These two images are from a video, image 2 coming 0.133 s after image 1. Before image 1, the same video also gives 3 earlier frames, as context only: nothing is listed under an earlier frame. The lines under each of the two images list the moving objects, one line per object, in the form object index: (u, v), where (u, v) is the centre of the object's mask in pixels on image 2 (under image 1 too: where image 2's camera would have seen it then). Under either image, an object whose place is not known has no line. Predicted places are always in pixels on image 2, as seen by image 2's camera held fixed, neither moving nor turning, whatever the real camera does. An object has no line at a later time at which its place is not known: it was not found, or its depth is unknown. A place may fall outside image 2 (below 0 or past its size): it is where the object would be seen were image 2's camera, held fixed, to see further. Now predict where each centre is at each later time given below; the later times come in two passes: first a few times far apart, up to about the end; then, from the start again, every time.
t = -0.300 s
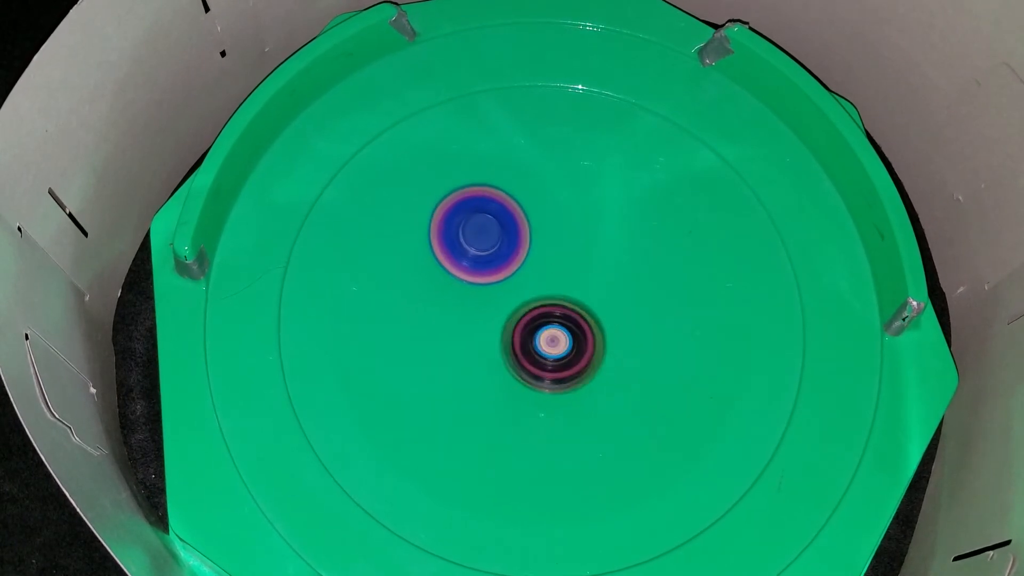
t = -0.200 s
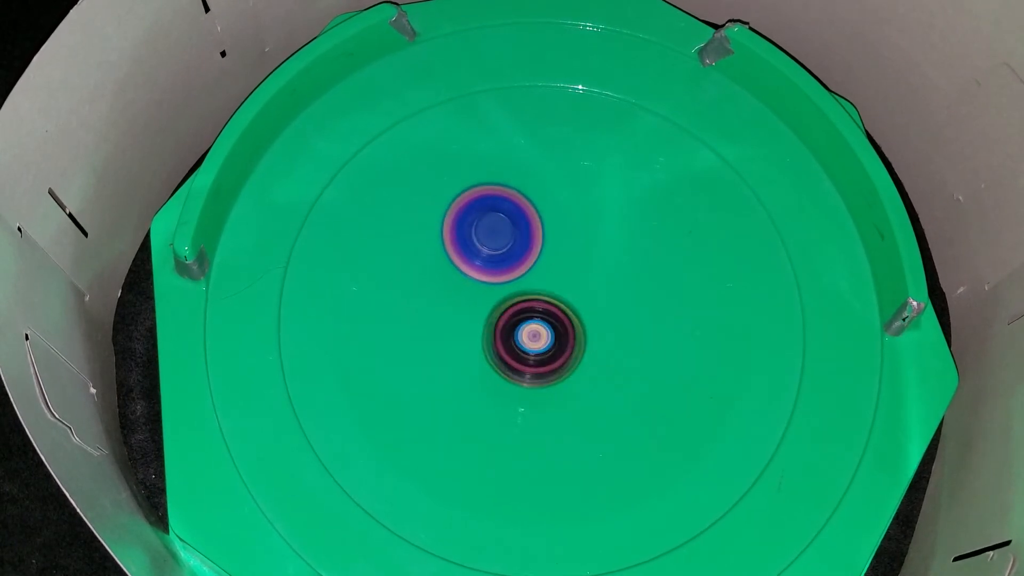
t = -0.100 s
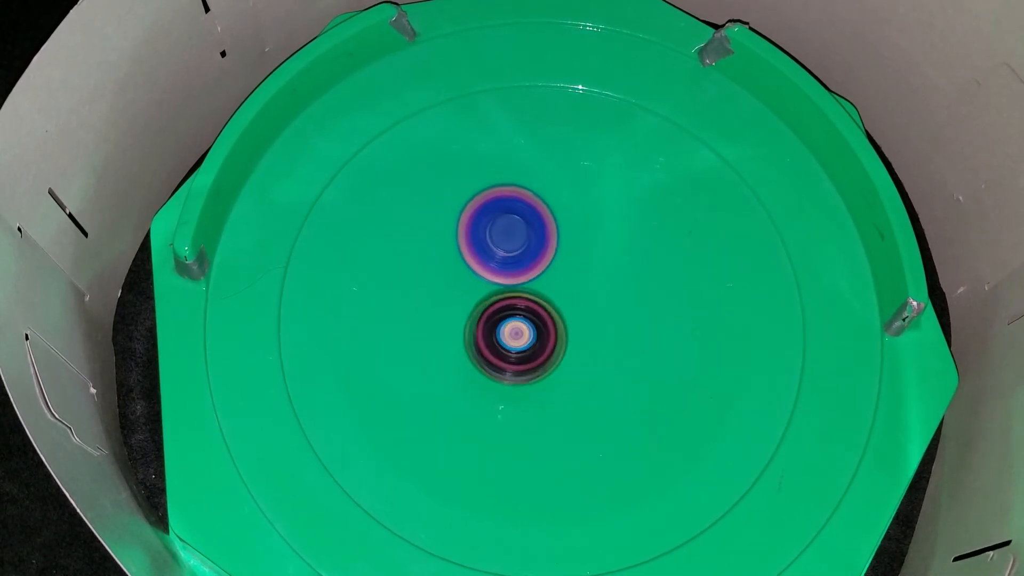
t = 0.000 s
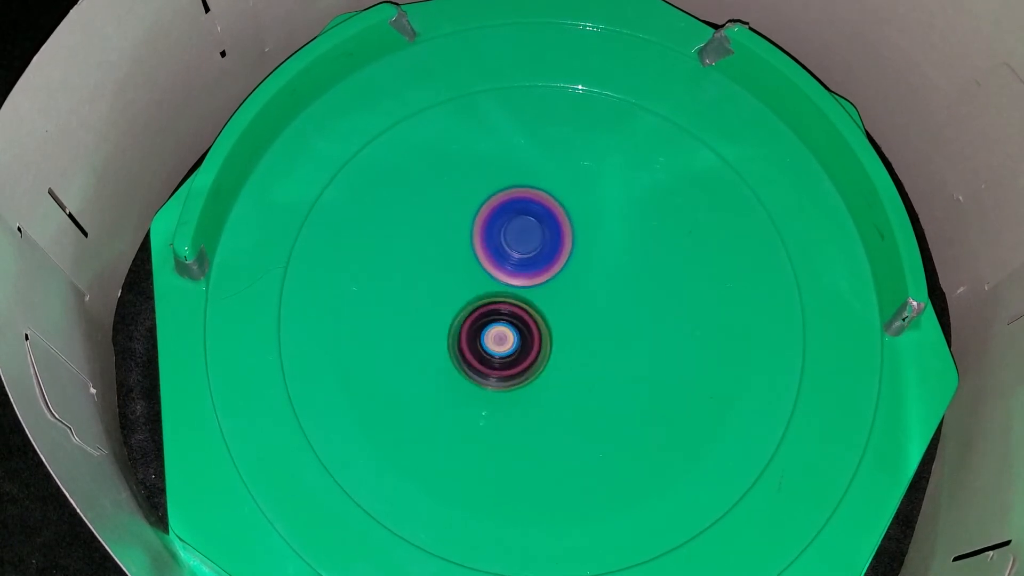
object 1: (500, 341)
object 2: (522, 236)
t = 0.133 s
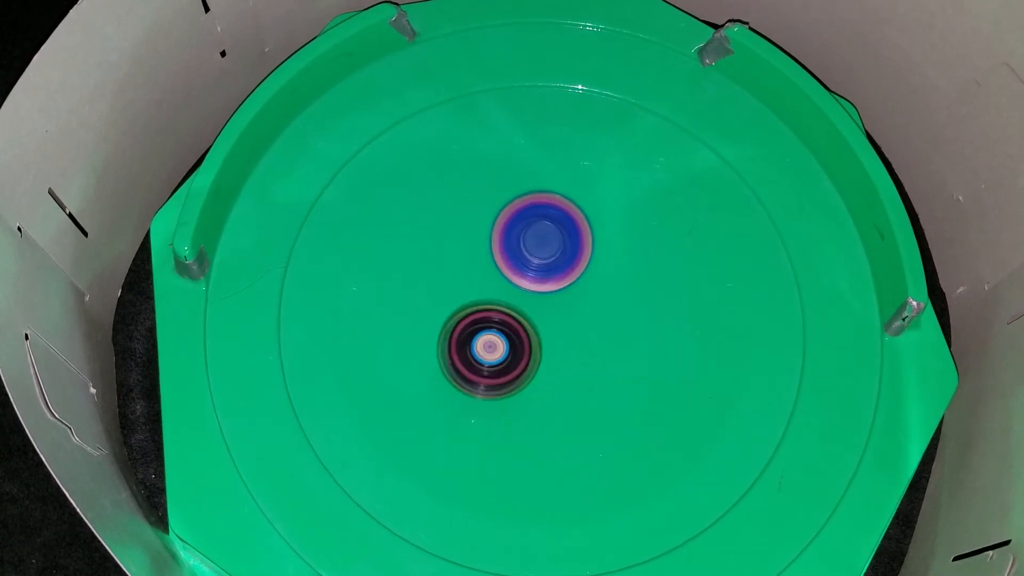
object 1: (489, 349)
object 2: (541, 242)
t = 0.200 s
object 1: (489, 353)
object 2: (550, 245)
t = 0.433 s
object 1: (502, 330)
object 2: (579, 262)
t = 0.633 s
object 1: (483, 302)
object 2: (601, 278)
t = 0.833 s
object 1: (468, 291)
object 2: (612, 298)
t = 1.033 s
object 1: (478, 286)
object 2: (613, 319)
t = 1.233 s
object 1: (505, 271)
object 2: (602, 339)
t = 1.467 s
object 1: (527, 247)
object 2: (576, 357)
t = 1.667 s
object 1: (532, 247)
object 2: (548, 360)
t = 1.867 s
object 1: (553, 258)
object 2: (519, 358)
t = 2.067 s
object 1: (568, 255)
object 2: (496, 347)
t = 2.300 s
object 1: (572, 275)
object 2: (476, 324)
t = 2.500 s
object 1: (589, 295)
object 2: (466, 302)
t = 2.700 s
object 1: (592, 302)
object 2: (466, 280)
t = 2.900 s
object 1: (572, 319)
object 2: (478, 262)
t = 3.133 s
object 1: (560, 345)
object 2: (502, 249)
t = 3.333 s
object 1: (554, 348)
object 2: (527, 246)
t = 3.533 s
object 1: (546, 368)
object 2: (552, 236)
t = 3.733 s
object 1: (548, 354)
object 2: (572, 251)
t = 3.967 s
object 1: (508, 336)
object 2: (590, 269)
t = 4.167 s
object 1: (479, 326)
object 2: (592, 294)
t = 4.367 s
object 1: (465, 316)
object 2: (584, 318)
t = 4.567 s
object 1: (468, 297)
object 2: (571, 338)
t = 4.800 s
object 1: (473, 270)
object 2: (549, 352)
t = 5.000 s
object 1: (486, 258)
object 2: (526, 353)
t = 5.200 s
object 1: (504, 237)
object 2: (505, 349)
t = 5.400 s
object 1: (526, 232)
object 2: (492, 330)
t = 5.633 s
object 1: (560, 235)
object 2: (481, 307)
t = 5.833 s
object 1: (584, 250)
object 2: (485, 286)
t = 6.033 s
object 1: (605, 272)
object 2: (491, 268)
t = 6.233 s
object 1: (611, 299)
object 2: (507, 257)
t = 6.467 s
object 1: (604, 335)
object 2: (526, 249)
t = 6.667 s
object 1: (581, 354)
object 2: (544, 254)
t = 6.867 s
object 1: (552, 381)
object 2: (558, 258)
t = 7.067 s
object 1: (525, 382)
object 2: (567, 277)
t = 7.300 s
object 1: (470, 368)
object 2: (582, 298)
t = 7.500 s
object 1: (443, 351)
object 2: (570, 317)
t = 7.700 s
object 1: (440, 322)
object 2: (550, 329)
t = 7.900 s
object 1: (415, 262)
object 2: (568, 349)
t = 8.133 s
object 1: (427, 230)
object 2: (552, 335)
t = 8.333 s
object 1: (471, 221)
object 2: (537, 316)
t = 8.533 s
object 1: (523, 214)
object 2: (533, 324)
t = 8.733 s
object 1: (576, 227)
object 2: (525, 319)
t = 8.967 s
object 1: (629, 250)
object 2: (514, 334)
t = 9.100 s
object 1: (641, 279)
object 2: (517, 332)
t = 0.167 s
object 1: (489, 351)
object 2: (546, 243)
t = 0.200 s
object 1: (489, 353)
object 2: (550, 245)
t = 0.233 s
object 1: (490, 353)
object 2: (555, 247)
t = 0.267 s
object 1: (494, 353)
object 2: (559, 249)
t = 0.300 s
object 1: (496, 351)
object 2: (564, 252)
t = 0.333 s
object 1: (499, 346)
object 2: (568, 254)
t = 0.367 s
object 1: (501, 341)
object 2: (572, 257)
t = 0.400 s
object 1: (502, 336)
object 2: (575, 259)
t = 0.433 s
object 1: (502, 330)
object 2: (579, 262)
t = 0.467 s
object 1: (500, 324)
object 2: (584, 264)
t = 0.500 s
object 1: (498, 319)
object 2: (588, 266)
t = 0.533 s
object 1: (494, 314)
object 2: (592, 269)
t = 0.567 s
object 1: (490, 309)
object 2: (595, 272)
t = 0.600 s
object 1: (487, 305)
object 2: (598, 275)
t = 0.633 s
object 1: (483, 302)
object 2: (601, 278)
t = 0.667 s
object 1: (478, 298)
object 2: (603, 281)
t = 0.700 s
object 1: (475, 295)
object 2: (605, 285)
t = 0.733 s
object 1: (473, 294)
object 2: (608, 288)
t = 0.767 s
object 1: (469, 293)
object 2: (609, 291)
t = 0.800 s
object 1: (468, 292)
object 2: (611, 295)
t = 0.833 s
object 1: (468, 291)
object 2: (612, 298)
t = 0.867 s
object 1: (467, 291)
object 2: (613, 302)
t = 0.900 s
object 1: (467, 290)
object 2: (614, 305)
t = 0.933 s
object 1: (470, 289)
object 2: (614, 309)
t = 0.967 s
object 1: (472, 289)
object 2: (614, 312)
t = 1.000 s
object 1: (475, 288)
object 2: (614, 316)
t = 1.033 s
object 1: (478, 286)
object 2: (613, 319)
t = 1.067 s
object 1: (483, 285)
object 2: (612, 323)
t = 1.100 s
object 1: (488, 284)
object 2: (610, 326)
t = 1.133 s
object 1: (491, 280)
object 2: (608, 330)
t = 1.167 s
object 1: (496, 277)
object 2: (607, 333)
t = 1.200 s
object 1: (501, 274)
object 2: (604, 336)
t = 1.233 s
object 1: (505, 271)
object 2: (602, 339)
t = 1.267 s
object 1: (509, 268)
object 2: (599, 342)
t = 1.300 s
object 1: (513, 263)
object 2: (595, 345)
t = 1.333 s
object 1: (516, 260)
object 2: (592, 348)
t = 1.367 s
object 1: (520, 256)
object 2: (588, 351)
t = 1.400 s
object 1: (522, 253)
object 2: (584, 353)
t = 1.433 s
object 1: (524, 251)
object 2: (580, 355)
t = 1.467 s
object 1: (527, 247)
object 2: (576, 357)
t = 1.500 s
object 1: (528, 245)
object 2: (572, 358)
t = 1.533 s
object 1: (530, 244)
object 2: (568, 359)
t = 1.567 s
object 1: (530, 244)
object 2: (563, 360)
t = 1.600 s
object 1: (530, 245)
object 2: (558, 360)
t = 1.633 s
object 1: (531, 245)
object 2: (553, 360)
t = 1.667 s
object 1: (532, 247)
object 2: (548, 360)
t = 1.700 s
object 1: (534, 249)
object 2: (544, 360)
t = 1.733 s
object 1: (536, 253)
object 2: (539, 359)
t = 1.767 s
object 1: (538, 255)
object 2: (535, 359)
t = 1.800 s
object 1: (542, 258)
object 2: (530, 358)
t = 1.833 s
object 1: (548, 258)
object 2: (524, 359)
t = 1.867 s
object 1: (553, 258)
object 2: (519, 358)
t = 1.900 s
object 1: (557, 257)
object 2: (515, 357)
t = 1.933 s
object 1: (560, 257)
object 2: (511, 355)
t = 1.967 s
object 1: (563, 256)
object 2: (506, 353)
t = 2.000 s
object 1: (566, 255)
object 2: (503, 351)
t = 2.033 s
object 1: (568, 255)
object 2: (499, 349)
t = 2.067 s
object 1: (568, 255)
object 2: (496, 347)
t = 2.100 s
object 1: (568, 256)
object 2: (492, 344)
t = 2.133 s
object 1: (568, 257)
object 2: (489, 341)
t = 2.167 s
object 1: (568, 260)
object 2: (486, 338)
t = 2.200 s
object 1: (568, 263)
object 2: (484, 334)
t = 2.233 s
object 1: (568, 266)
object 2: (481, 331)
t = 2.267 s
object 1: (570, 270)
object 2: (479, 327)
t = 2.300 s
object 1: (572, 275)
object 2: (476, 324)
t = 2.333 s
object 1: (574, 279)
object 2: (474, 320)
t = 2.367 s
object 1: (577, 284)
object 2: (471, 317)
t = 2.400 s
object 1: (580, 288)
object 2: (470, 313)
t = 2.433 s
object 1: (583, 290)
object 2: (468, 309)
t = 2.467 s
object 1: (586, 293)
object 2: (467, 306)
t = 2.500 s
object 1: (589, 295)
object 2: (466, 302)
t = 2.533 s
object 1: (592, 296)
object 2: (466, 298)
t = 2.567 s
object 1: (594, 298)
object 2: (465, 294)
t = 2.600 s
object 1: (595, 299)
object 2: (465, 291)
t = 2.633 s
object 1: (595, 300)
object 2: (465, 287)
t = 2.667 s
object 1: (594, 300)
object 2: (466, 283)
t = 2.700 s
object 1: (592, 302)
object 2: (466, 280)
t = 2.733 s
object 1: (589, 303)
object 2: (467, 276)
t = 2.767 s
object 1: (586, 306)
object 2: (469, 273)
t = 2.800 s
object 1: (583, 308)
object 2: (471, 270)
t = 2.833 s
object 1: (579, 311)
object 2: (473, 268)
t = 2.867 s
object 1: (576, 315)
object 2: (475, 264)
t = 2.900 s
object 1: (572, 319)
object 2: (478, 262)
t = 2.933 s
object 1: (570, 322)
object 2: (481, 259)
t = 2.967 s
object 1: (567, 326)
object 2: (484, 257)
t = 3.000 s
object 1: (566, 331)
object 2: (487, 255)
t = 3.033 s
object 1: (564, 335)
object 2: (491, 253)
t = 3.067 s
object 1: (562, 339)
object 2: (494, 252)
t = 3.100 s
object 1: (561, 342)
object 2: (498, 250)
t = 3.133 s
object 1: (560, 345)
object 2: (502, 249)
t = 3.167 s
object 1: (559, 348)
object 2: (506, 248)
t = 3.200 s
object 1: (559, 350)
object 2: (510, 247)
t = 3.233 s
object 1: (558, 351)
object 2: (514, 246)
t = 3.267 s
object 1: (557, 350)
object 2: (518, 246)
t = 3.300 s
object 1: (555, 349)
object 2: (522, 246)
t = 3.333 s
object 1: (554, 348)
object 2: (527, 246)
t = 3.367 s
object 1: (551, 346)
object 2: (531, 246)
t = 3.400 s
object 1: (548, 353)
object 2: (535, 241)
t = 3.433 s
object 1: (545, 359)
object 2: (539, 236)
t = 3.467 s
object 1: (545, 363)
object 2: (544, 234)
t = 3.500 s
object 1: (546, 366)
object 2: (549, 235)
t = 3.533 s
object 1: (546, 368)
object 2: (552, 236)
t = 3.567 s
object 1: (548, 369)
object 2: (556, 238)
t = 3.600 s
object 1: (551, 369)
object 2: (559, 241)
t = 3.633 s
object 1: (551, 368)
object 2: (563, 243)
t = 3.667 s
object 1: (551, 364)
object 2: (566, 246)
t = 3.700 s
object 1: (550, 359)
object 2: (569, 248)
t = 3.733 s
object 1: (548, 354)
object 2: (572, 251)
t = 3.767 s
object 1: (543, 349)
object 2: (574, 255)
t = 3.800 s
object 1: (536, 347)
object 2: (579, 255)
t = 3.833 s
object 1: (530, 344)
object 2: (582, 257)
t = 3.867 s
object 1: (524, 342)
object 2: (584, 259)
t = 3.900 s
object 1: (519, 340)
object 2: (587, 262)
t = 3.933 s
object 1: (513, 338)
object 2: (588, 266)
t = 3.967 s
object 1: (508, 336)
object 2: (590, 269)
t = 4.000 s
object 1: (503, 334)
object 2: (591, 274)
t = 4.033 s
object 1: (498, 332)
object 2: (591, 277)
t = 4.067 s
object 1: (492, 331)
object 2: (592, 281)
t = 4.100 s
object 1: (488, 329)
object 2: (592, 286)
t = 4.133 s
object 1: (483, 328)
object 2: (592, 289)
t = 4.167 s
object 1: (479, 326)
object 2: (592, 294)
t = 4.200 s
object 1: (475, 324)
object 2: (591, 298)
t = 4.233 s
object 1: (472, 323)
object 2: (590, 302)
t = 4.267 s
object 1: (470, 322)
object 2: (589, 306)
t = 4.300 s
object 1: (467, 320)
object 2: (587, 310)
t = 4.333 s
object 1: (466, 319)
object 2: (586, 314)
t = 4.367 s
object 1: (465, 316)
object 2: (584, 318)
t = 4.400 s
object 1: (464, 314)
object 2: (582, 321)
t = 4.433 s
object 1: (465, 311)
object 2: (579, 324)
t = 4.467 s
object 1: (466, 308)
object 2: (577, 328)
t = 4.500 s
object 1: (468, 306)
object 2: (574, 331)
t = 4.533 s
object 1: (468, 301)
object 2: (573, 334)
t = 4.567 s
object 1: (468, 297)
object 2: (571, 338)
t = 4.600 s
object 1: (468, 293)
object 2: (568, 340)
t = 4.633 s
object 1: (469, 289)
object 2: (565, 342)
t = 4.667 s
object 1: (470, 285)
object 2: (562, 345)
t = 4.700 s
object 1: (471, 281)
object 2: (559, 347)
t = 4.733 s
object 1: (472, 277)
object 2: (557, 349)
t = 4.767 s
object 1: (472, 273)
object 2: (553, 351)
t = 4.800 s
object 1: (473, 270)
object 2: (549, 352)
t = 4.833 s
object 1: (473, 268)
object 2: (546, 353)
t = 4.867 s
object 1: (475, 265)
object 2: (542, 354)
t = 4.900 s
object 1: (478, 263)
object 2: (538, 354)
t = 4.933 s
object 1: (480, 261)
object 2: (534, 354)
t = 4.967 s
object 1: (483, 259)
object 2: (530, 354)
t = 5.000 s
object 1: (486, 258)
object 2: (526, 353)
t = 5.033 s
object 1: (490, 255)
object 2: (523, 354)
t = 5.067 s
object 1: (493, 250)
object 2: (520, 356)
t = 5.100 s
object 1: (495, 245)
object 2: (516, 355)
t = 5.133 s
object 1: (498, 242)
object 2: (513, 354)
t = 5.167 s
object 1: (500, 240)
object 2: (509, 352)
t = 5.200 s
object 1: (504, 237)
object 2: (505, 349)
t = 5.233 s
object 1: (507, 235)
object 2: (503, 346)
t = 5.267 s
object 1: (509, 234)
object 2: (500, 343)
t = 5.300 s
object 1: (514, 233)
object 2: (498, 340)
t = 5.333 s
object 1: (517, 233)
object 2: (495, 337)
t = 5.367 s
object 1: (521, 232)
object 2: (494, 333)
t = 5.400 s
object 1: (526, 232)
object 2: (492, 330)
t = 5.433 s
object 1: (530, 233)
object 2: (490, 326)
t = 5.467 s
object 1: (535, 233)
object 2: (489, 322)
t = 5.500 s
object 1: (541, 234)
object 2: (486, 321)
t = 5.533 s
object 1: (546, 233)
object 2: (483, 318)
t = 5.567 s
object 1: (551, 234)
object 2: (482, 314)
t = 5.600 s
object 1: (556, 235)
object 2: (482, 310)
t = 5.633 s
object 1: (560, 235)
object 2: (481, 307)
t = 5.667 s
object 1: (566, 237)
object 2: (481, 303)
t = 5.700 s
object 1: (569, 239)
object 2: (481, 299)
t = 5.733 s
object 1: (573, 241)
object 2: (481, 296)
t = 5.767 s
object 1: (578, 244)
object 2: (482, 293)
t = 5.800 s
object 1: (581, 246)
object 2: (483, 289)
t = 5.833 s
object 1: (584, 250)
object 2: (485, 286)
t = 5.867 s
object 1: (587, 253)
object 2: (486, 283)
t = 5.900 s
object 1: (590, 257)
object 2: (487, 280)
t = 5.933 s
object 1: (595, 261)
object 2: (486, 276)
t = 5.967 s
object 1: (599, 265)
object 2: (487, 272)
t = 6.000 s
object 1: (602, 268)
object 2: (489, 270)
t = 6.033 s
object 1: (605, 272)
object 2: (491, 268)
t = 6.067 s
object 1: (607, 277)
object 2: (492, 265)
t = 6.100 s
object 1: (608, 281)
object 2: (495, 263)
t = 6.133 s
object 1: (610, 286)
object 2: (498, 261)
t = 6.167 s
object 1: (611, 291)
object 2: (501, 260)
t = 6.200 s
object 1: (611, 295)
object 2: (504, 259)
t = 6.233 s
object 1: (611, 299)
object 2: (507, 257)
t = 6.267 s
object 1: (610, 305)
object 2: (511, 256)
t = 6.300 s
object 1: (609, 309)
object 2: (515, 256)
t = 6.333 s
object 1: (609, 314)
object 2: (518, 256)
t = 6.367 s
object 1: (610, 321)
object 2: (517, 251)
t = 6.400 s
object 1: (608, 325)
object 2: (520, 249)
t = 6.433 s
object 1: (606, 330)
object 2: (523, 249)
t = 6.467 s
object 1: (604, 335)
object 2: (526, 249)
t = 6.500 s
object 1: (600, 337)
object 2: (529, 249)
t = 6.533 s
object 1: (597, 341)
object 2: (532, 249)
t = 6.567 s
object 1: (594, 346)
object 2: (535, 250)
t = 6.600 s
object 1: (589, 348)
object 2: (538, 251)
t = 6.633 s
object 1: (585, 351)
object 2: (541, 253)
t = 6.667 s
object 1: (581, 354)
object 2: (544, 254)
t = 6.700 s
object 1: (575, 355)
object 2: (547, 255)
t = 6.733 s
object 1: (570, 362)
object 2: (549, 255)
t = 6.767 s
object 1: (565, 371)
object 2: (552, 253)
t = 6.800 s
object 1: (560, 375)
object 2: (554, 254)
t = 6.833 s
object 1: (556, 378)
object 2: (556, 256)
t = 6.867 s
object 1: (552, 381)
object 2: (558, 258)
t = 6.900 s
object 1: (549, 384)
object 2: (561, 261)
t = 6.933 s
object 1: (544, 384)
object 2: (562, 264)
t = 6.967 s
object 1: (539, 385)
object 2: (564, 268)
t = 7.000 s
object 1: (535, 385)
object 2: (565, 271)
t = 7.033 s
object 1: (530, 385)
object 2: (566, 274)
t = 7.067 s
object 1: (525, 382)
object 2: (567, 277)
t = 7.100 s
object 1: (520, 381)
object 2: (568, 281)
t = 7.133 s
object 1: (516, 379)
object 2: (569, 285)
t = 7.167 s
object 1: (511, 376)
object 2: (569, 288)
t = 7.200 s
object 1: (505, 372)
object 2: (569, 291)
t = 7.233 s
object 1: (492, 371)
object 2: (575, 293)
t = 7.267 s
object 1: (479, 370)
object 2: (579, 295)
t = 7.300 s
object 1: (470, 368)
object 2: (582, 298)
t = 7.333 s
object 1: (463, 364)
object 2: (582, 302)
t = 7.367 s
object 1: (458, 363)
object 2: (580, 305)
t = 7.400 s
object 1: (455, 361)
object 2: (577, 308)
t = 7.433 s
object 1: (450, 359)
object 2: (576, 312)
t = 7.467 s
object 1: (446, 355)
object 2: (573, 315)
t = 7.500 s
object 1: (443, 351)
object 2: (570, 317)
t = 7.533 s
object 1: (442, 347)
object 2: (567, 320)
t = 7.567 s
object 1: (441, 343)
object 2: (564, 322)
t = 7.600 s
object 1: (439, 339)
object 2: (561, 325)
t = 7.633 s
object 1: (438, 334)
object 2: (557, 326)
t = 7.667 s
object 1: (438, 327)
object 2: (553, 328)
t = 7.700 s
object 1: (440, 322)
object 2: (550, 329)
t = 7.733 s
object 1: (439, 316)
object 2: (549, 331)
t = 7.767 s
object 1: (437, 309)
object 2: (547, 332)
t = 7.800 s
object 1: (437, 302)
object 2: (544, 333)
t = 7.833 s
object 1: (430, 286)
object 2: (553, 339)
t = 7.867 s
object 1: (420, 272)
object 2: (564, 346)
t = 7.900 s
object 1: (415, 262)
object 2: (568, 349)
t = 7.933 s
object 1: (414, 254)
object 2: (568, 350)
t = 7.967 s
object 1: (414, 248)
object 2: (566, 348)
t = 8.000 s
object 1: (414, 242)
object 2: (563, 346)
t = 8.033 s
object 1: (416, 237)
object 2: (561, 344)
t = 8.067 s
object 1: (420, 234)
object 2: (558, 341)
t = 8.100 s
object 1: (424, 232)
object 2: (555, 338)
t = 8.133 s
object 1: (427, 230)
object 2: (552, 335)
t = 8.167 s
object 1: (432, 227)
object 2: (549, 331)
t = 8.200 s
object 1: (438, 223)
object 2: (546, 328)
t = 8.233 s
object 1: (447, 222)
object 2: (544, 325)
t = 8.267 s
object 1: (455, 221)
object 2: (541, 322)
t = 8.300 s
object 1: (463, 221)
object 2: (539, 319)
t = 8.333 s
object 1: (471, 221)
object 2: (537, 316)
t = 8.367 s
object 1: (479, 221)
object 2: (534, 313)
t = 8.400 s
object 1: (489, 220)
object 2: (533, 310)
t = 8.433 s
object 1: (499, 218)
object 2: (533, 315)
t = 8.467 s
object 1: (507, 213)
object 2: (534, 322)
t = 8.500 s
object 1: (515, 213)
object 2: (534, 324)
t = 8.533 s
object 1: (523, 214)
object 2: (533, 324)
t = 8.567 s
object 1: (531, 215)
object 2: (532, 321)
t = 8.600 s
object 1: (541, 217)
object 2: (532, 319)
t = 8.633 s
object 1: (550, 220)
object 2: (531, 317)
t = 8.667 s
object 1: (558, 224)
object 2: (531, 315)
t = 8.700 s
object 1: (566, 227)
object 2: (530, 314)
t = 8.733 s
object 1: (576, 227)
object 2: (525, 319)
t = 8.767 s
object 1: (588, 224)
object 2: (518, 326)
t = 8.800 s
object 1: (598, 225)
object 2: (514, 329)
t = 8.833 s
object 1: (607, 229)
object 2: (513, 330)
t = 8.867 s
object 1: (614, 234)
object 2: (513, 331)
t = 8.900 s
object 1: (620, 240)
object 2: (513, 332)
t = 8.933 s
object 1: (624, 245)
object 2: (514, 333)
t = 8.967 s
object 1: (629, 250)
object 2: (514, 334)
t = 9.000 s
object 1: (632, 256)
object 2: (515, 334)
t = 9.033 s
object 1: (637, 263)
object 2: (515, 334)
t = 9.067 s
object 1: (640, 271)
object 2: (516, 333)
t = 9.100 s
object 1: (641, 279)
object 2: (517, 332)
